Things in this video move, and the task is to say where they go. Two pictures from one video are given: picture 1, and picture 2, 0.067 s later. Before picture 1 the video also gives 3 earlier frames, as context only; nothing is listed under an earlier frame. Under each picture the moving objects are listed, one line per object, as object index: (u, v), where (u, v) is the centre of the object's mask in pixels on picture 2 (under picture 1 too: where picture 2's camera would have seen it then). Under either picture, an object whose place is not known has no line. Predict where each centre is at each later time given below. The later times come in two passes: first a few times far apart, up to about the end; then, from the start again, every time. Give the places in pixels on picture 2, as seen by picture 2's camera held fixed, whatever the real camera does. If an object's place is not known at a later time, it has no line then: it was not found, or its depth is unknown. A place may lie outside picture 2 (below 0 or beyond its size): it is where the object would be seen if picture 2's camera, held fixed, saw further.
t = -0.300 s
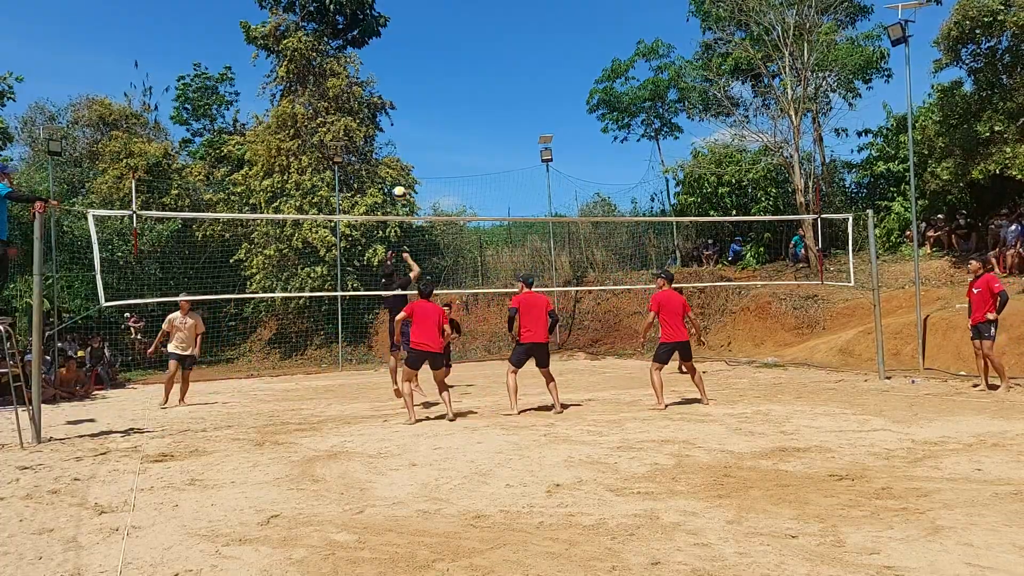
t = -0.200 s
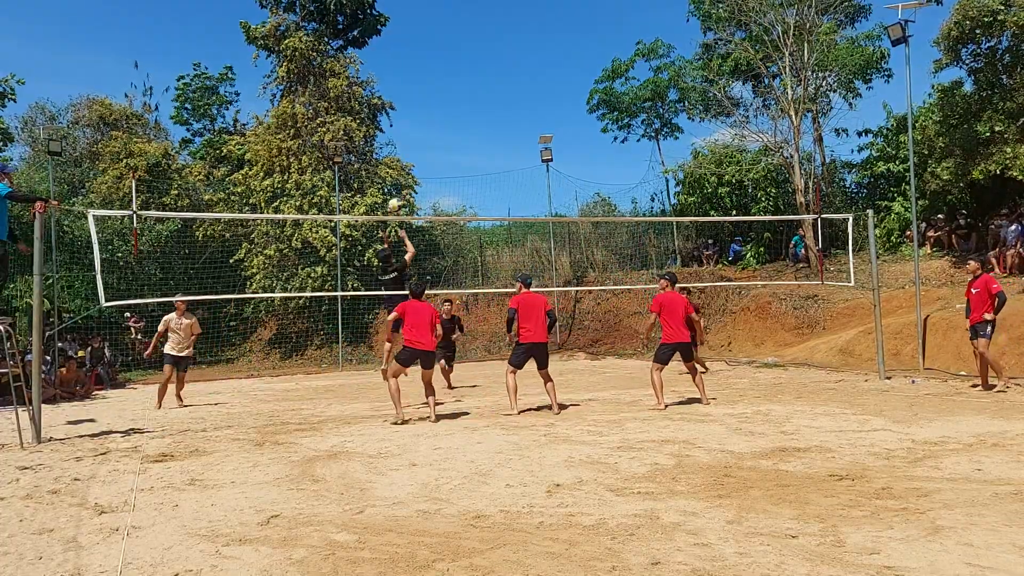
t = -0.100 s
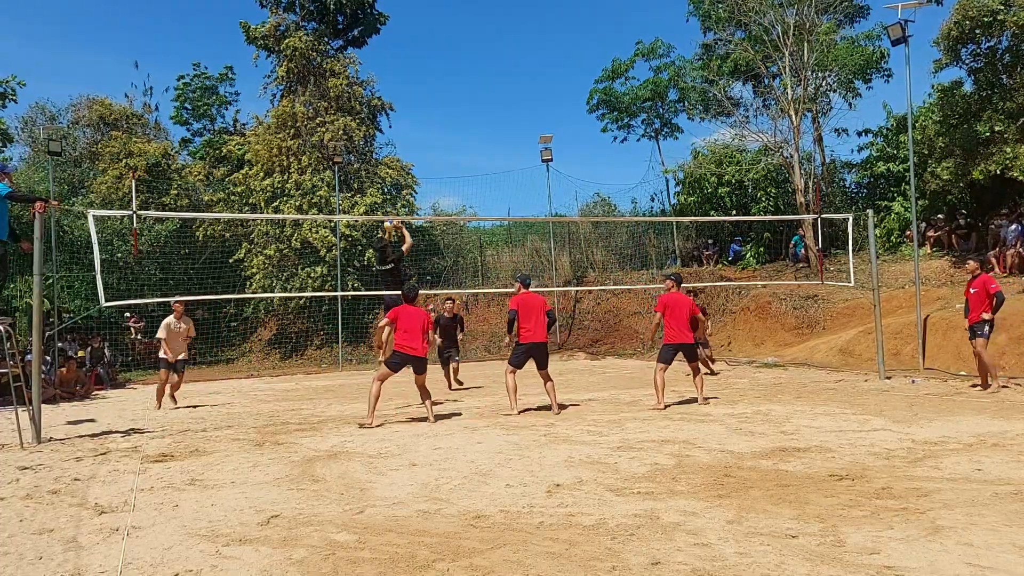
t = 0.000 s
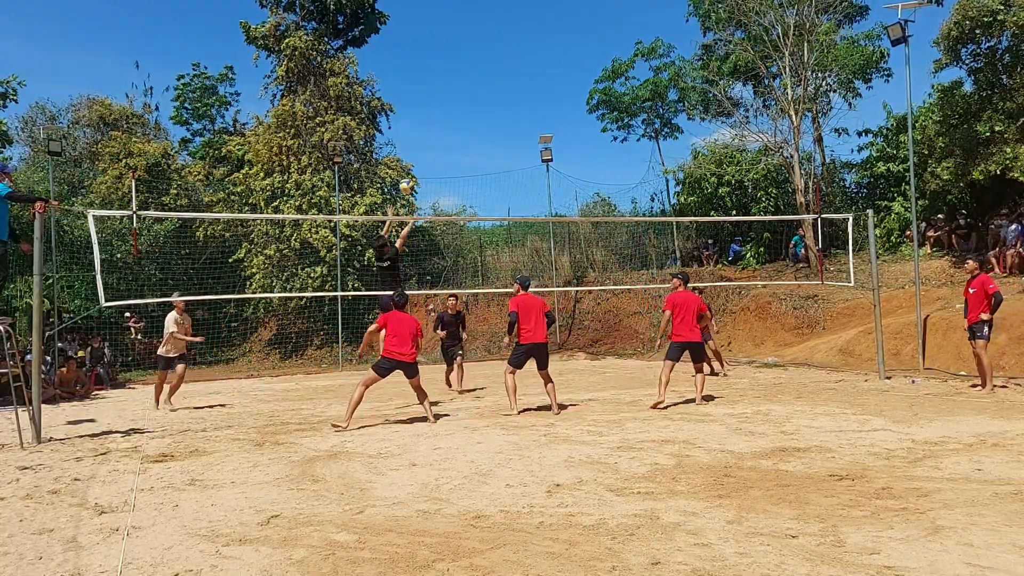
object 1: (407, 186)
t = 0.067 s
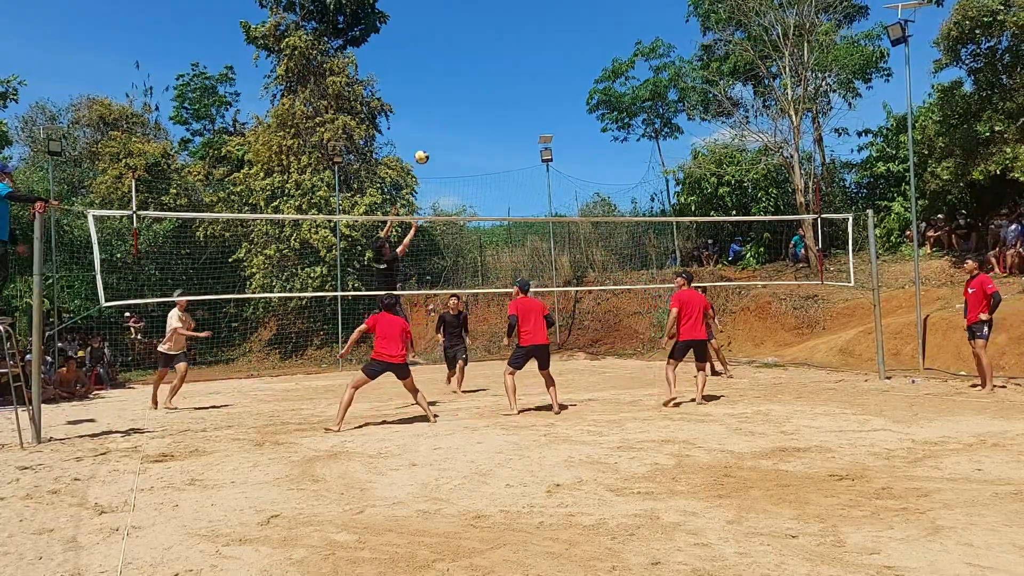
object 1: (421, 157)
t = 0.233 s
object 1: (460, 97)
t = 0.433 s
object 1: (506, 55)
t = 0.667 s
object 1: (559, 41)
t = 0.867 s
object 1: (603, 59)
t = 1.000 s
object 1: (631, 86)
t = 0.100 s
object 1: (429, 143)
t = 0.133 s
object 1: (437, 130)
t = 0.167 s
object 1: (444, 118)
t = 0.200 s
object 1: (452, 107)
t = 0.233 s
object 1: (460, 97)
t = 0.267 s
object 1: (468, 88)
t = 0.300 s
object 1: (476, 80)
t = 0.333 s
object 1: (483, 72)
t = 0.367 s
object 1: (491, 66)
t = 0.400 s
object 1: (499, 60)
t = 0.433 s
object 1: (506, 55)
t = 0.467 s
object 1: (514, 51)
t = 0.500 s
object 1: (522, 47)
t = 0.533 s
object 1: (529, 44)
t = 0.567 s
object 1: (536, 43)
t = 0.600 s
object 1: (544, 42)
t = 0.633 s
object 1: (551, 41)
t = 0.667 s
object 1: (559, 41)
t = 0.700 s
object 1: (566, 42)
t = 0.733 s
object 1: (573, 44)
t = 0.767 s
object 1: (581, 47)
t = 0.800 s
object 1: (588, 50)
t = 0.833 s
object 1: (596, 54)
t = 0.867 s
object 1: (603, 59)
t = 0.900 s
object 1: (609, 65)
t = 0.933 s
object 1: (616, 71)
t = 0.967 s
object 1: (624, 78)
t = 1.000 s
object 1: (631, 86)
